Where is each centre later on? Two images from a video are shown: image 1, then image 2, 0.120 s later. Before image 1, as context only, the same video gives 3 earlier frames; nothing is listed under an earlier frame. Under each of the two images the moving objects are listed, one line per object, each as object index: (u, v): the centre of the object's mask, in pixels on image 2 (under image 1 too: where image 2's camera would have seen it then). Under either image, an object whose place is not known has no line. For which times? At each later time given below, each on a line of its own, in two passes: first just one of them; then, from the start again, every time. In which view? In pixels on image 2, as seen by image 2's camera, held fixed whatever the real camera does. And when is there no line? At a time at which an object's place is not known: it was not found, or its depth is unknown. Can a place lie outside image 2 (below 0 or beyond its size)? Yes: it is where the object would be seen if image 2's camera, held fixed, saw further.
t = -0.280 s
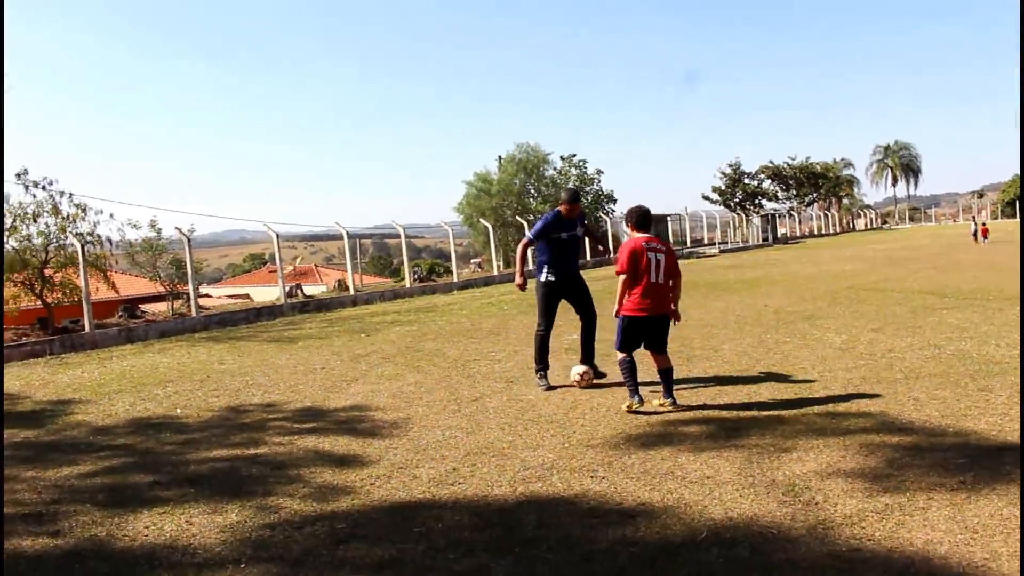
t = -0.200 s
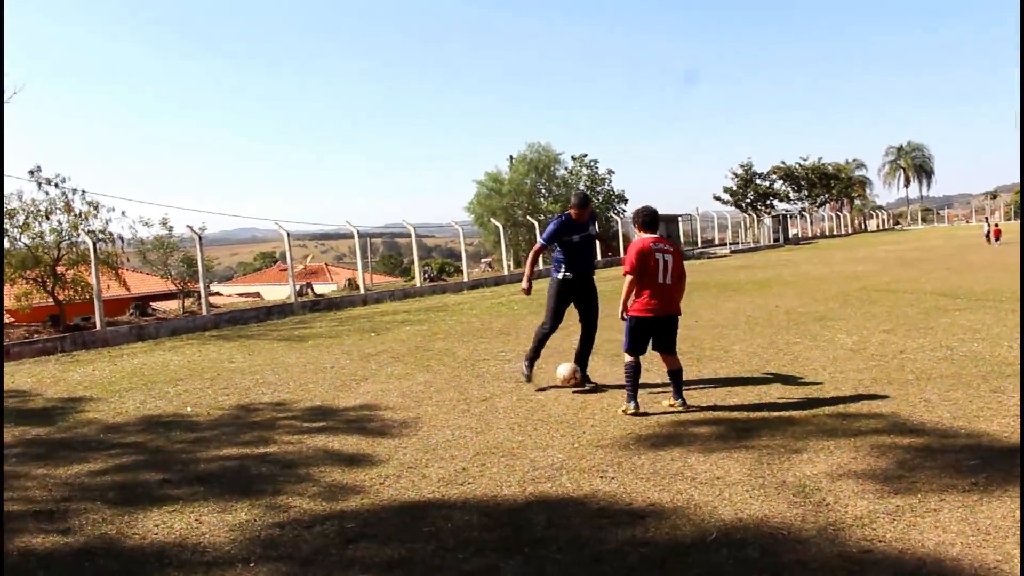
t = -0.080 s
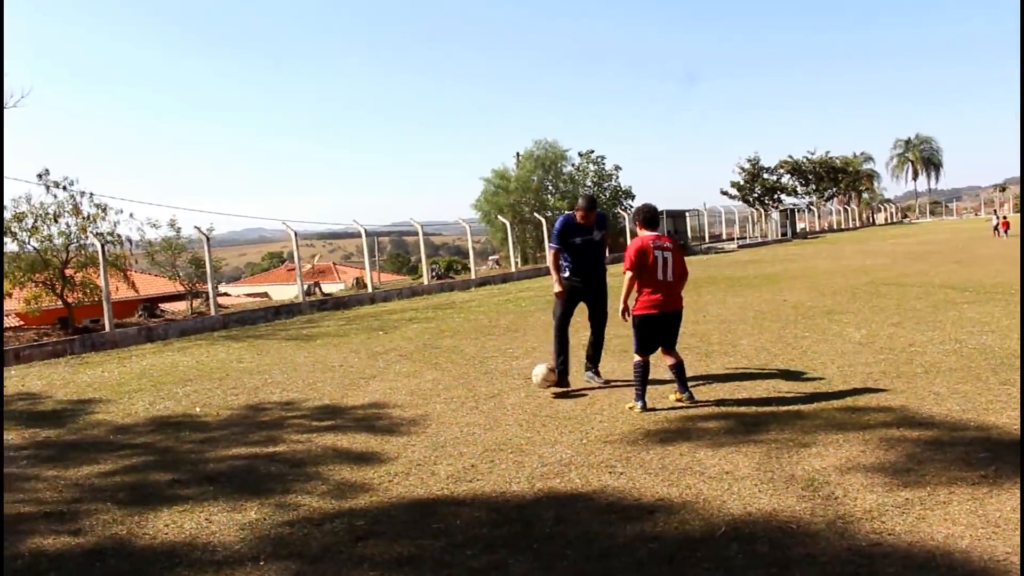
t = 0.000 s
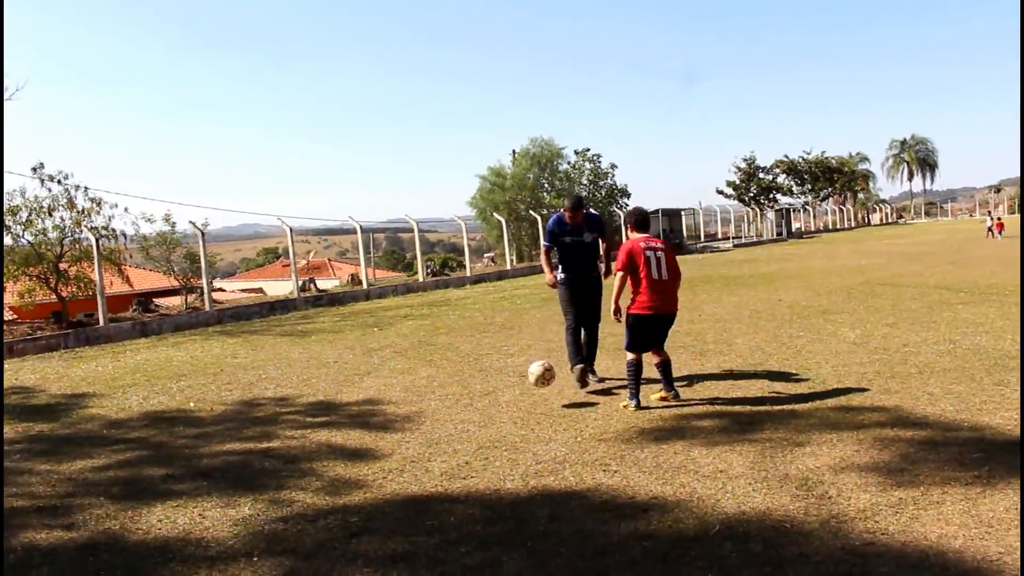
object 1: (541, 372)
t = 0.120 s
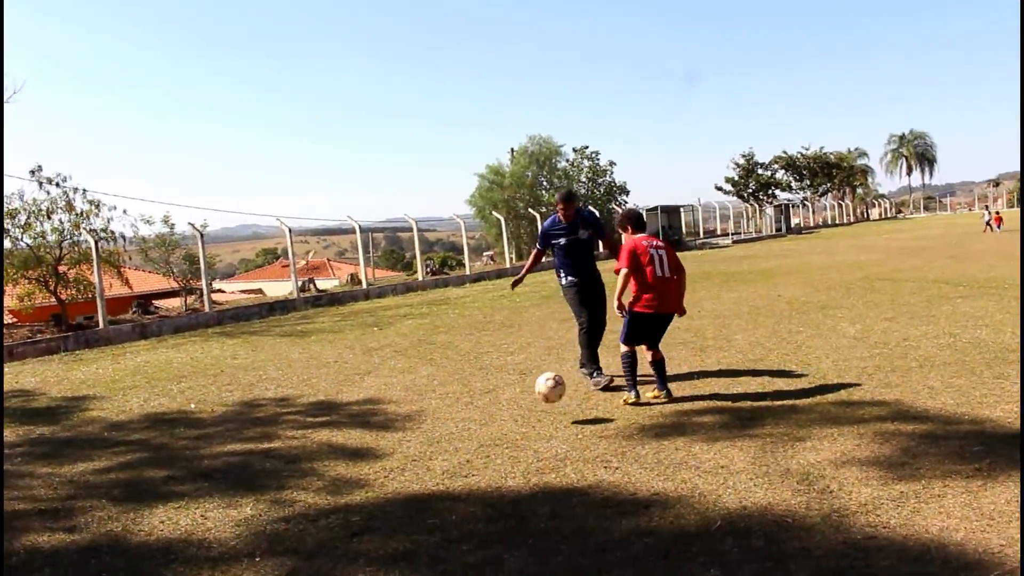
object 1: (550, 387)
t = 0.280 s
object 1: (564, 439)
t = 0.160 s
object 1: (553, 398)
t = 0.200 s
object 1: (557, 412)
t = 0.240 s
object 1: (561, 431)
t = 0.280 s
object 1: (564, 439)
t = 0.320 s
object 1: (565, 441)
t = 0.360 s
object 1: (566, 446)
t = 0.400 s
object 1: (567, 455)
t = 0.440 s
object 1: (568, 467)
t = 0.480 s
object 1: (570, 480)
